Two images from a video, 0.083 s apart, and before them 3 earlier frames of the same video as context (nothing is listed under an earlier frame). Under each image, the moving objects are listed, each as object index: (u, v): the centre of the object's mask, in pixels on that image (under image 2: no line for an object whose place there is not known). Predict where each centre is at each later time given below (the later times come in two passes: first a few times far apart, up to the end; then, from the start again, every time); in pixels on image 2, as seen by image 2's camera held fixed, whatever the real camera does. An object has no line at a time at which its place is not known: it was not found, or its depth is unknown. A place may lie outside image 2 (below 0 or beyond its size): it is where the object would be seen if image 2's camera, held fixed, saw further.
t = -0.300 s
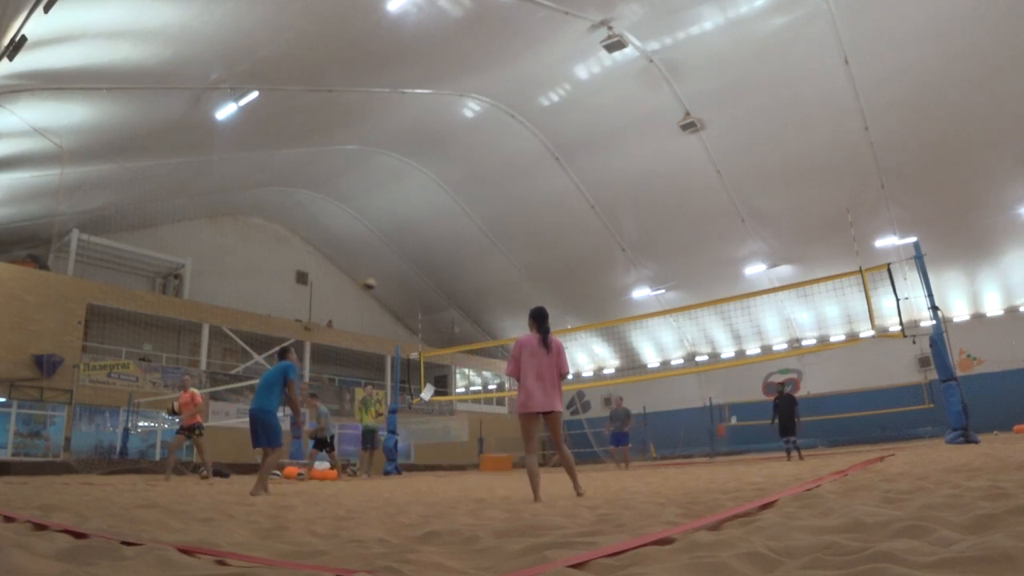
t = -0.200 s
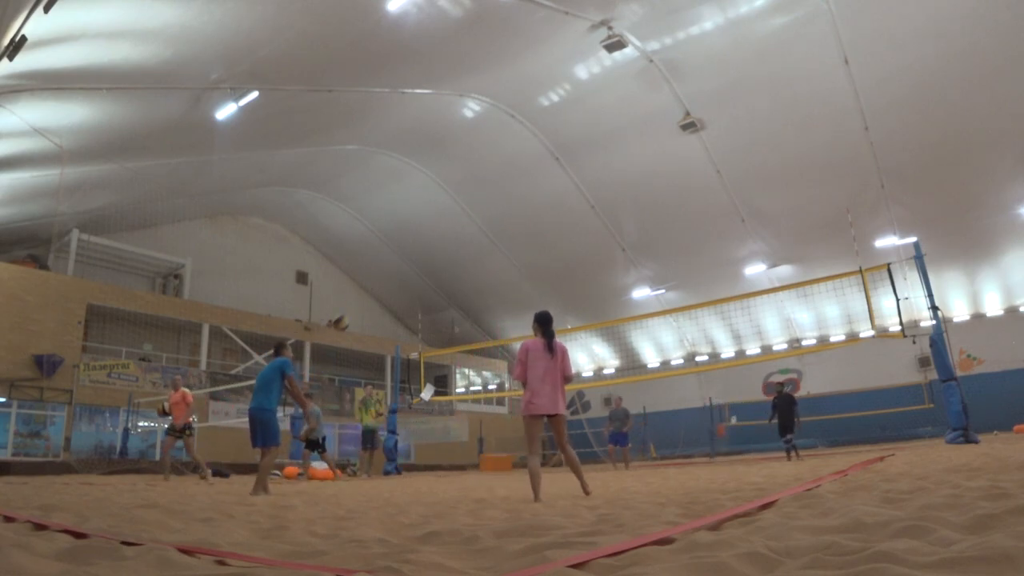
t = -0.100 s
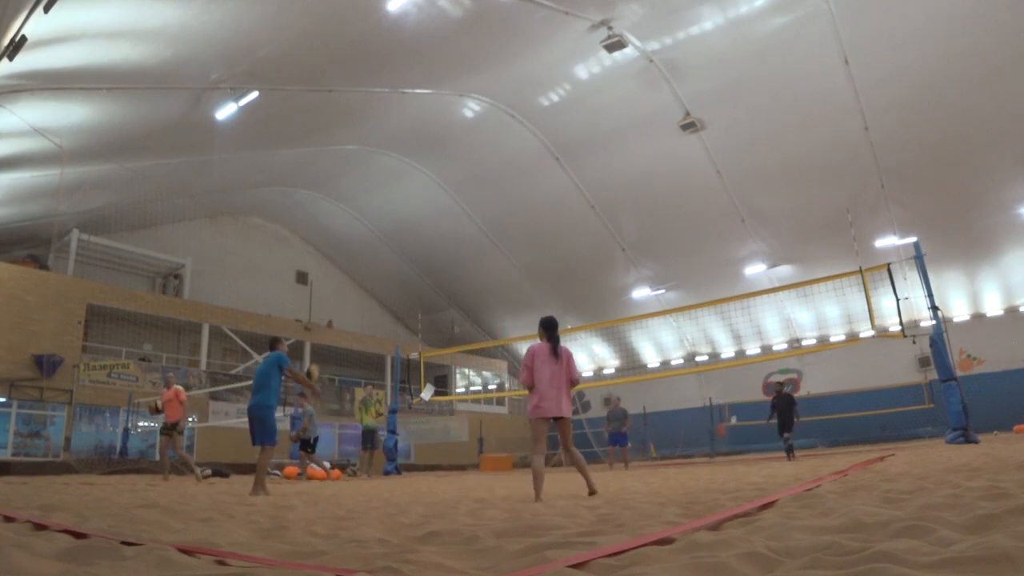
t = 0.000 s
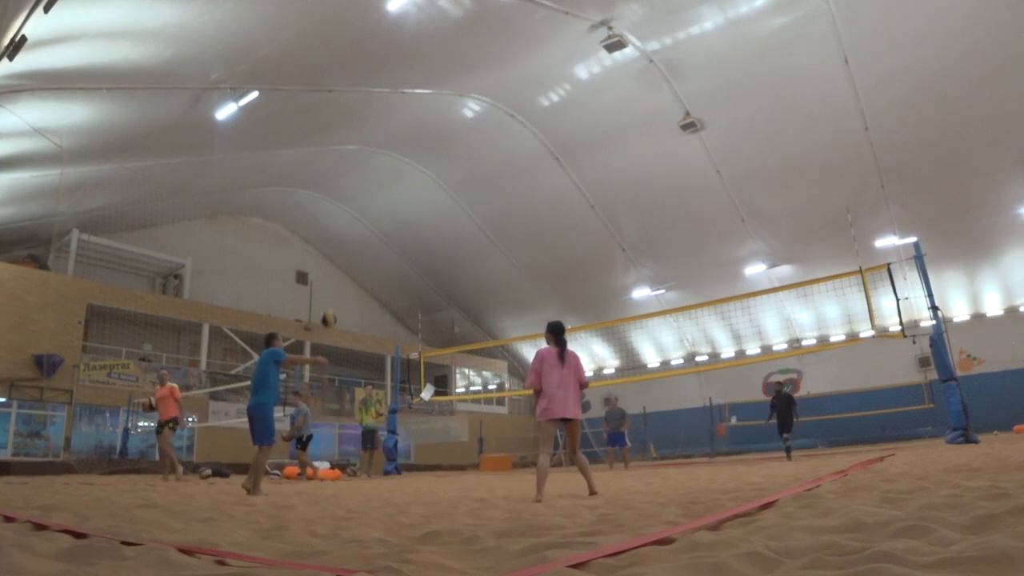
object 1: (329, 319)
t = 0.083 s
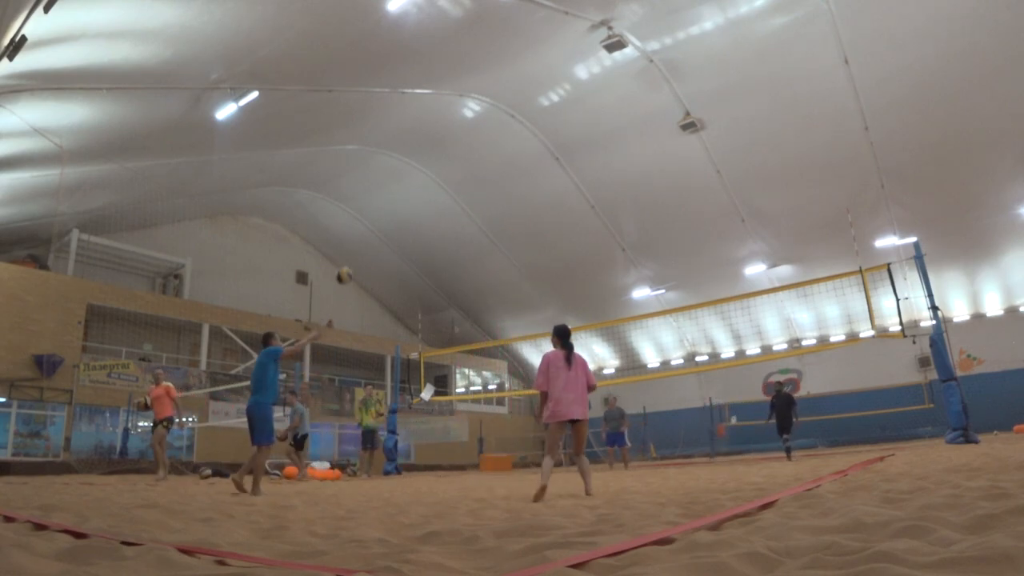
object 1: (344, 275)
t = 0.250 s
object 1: (372, 213)
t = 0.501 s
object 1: (412, 161)
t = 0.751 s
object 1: (449, 152)
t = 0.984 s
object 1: (483, 182)
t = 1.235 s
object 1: (521, 255)
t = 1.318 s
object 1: (534, 290)
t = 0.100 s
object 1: (347, 268)
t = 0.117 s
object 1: (350, 261)
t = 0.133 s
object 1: (353, 254)
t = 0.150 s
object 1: (355, 247)
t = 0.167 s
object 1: (358, 241)
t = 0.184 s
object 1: (361, 235)
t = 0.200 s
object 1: (364, 228)
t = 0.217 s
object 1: (367, 223)
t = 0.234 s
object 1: (369, 217)
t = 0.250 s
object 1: (372, 213)
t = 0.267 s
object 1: (375, 207)
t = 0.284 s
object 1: (377, 203)
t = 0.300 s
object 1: (380, 198)
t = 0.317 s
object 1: (383, 194)
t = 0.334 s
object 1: (386, 190)
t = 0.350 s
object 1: (388, 186)
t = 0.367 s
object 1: (391, 182)
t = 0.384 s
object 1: (394, 179)
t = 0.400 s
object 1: (396, 176)
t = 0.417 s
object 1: (399, 173)
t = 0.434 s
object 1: (402, 170)
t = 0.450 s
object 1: (404, 167)
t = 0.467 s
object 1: (407, 164)
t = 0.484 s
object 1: (410, 162)
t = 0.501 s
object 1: (412, 161)
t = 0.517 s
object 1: (415, 159)
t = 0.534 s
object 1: (417, 157)
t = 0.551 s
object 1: (420, 156)
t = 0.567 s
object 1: (422, 154)
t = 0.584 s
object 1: (425, 153)
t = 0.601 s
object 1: (427, 152)
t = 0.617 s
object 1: (430, 151)
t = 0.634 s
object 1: (432, 151)
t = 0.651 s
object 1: (435, 150)
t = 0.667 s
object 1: (437, 150)
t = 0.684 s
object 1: (440, 150)
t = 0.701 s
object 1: (442, 150)
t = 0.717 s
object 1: (445, 151)
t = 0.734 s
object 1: (447, 152)
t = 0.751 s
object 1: (449, 152)
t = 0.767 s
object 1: (452, 153)
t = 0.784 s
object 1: (454, 154)
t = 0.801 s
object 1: (457, 156)
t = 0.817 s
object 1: (459, 157)
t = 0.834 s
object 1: (462, 159)
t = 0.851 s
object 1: (464, 161)
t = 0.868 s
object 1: (466, 163)
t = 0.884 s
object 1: (469, 165)
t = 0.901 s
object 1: (471, 167)
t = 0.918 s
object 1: (474, 170)
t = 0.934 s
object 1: (476, 173)
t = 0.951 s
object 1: (479, 175)
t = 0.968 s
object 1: (481, 179)
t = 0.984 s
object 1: (483, 182)
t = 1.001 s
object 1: (486, 186)
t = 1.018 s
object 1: (488, 189)
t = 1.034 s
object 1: (491, 193)
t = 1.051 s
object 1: (493, 197)
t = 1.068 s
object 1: (496, 201)
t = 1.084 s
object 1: (498, 206)
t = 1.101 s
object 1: (501, 210)
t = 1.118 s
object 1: (503, 216)
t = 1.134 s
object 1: (505, 221)
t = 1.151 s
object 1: (508, 226)
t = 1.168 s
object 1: (511, 231)
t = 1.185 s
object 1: (514, 237)
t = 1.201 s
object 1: (516, 243)
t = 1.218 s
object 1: (519, 249)
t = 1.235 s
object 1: (521, 255)
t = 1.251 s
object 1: (524, 262)
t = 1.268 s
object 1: (526, 268)
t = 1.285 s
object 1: (529, 275)
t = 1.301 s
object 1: (531, 283)
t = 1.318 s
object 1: (534, 290)
